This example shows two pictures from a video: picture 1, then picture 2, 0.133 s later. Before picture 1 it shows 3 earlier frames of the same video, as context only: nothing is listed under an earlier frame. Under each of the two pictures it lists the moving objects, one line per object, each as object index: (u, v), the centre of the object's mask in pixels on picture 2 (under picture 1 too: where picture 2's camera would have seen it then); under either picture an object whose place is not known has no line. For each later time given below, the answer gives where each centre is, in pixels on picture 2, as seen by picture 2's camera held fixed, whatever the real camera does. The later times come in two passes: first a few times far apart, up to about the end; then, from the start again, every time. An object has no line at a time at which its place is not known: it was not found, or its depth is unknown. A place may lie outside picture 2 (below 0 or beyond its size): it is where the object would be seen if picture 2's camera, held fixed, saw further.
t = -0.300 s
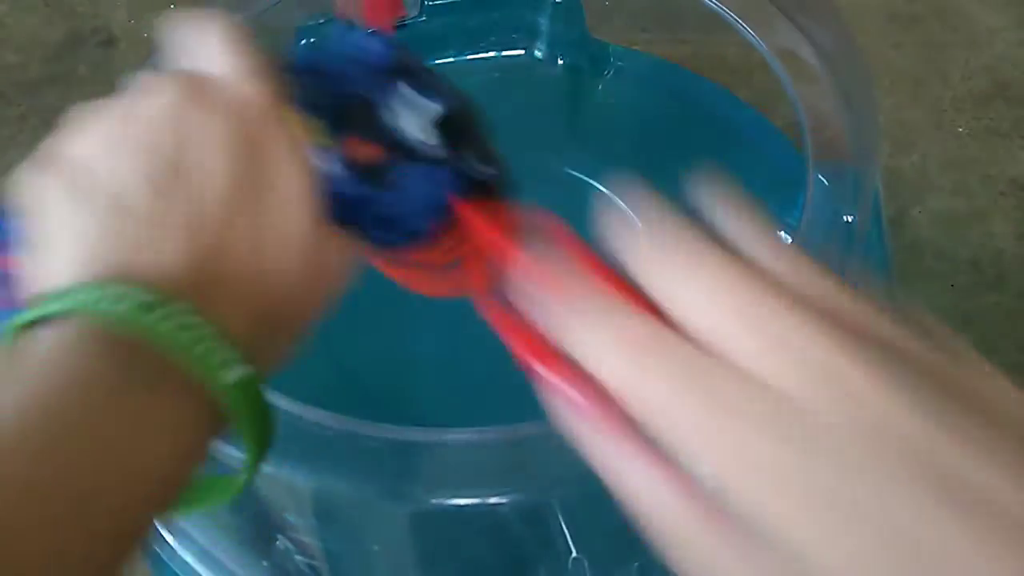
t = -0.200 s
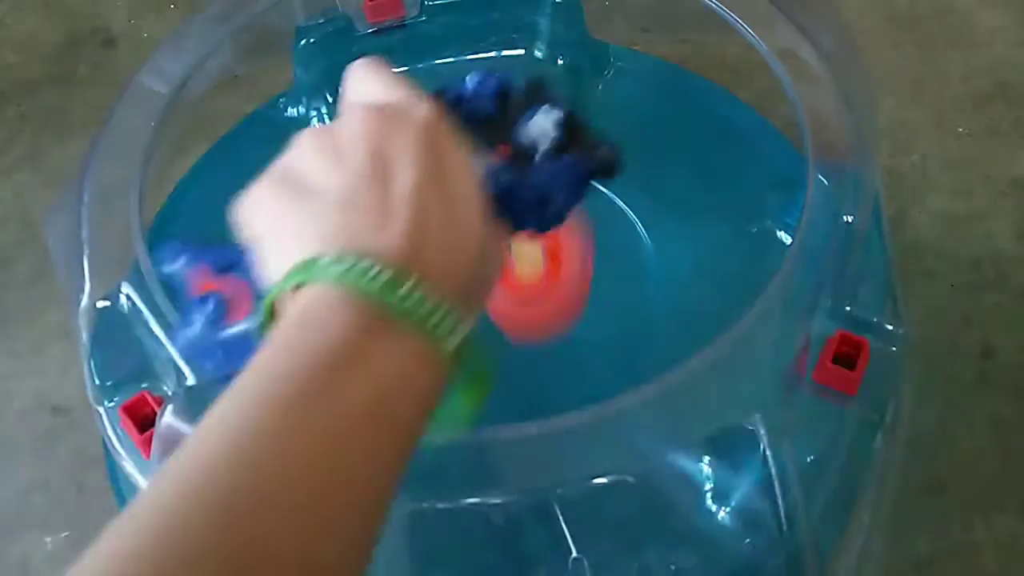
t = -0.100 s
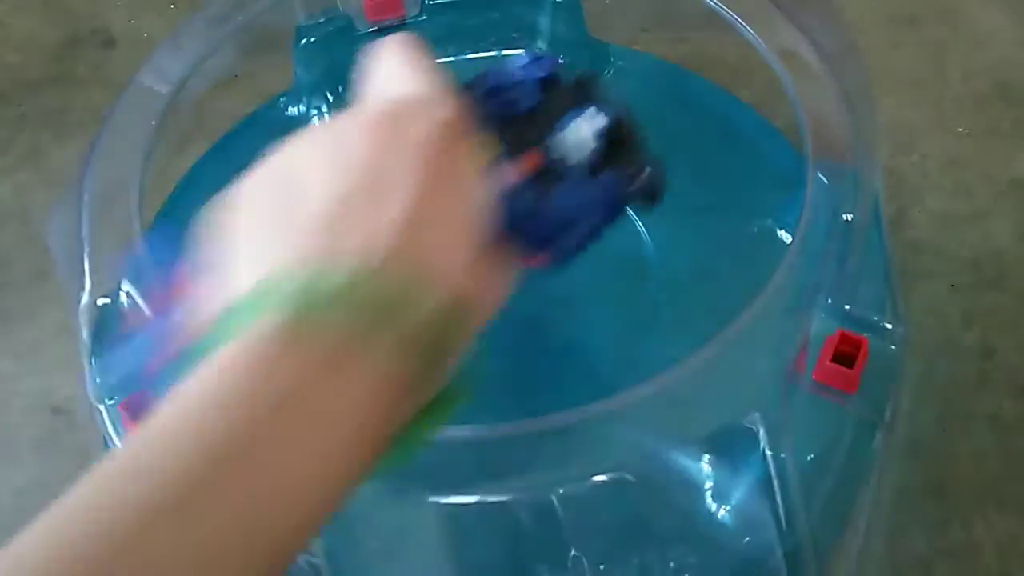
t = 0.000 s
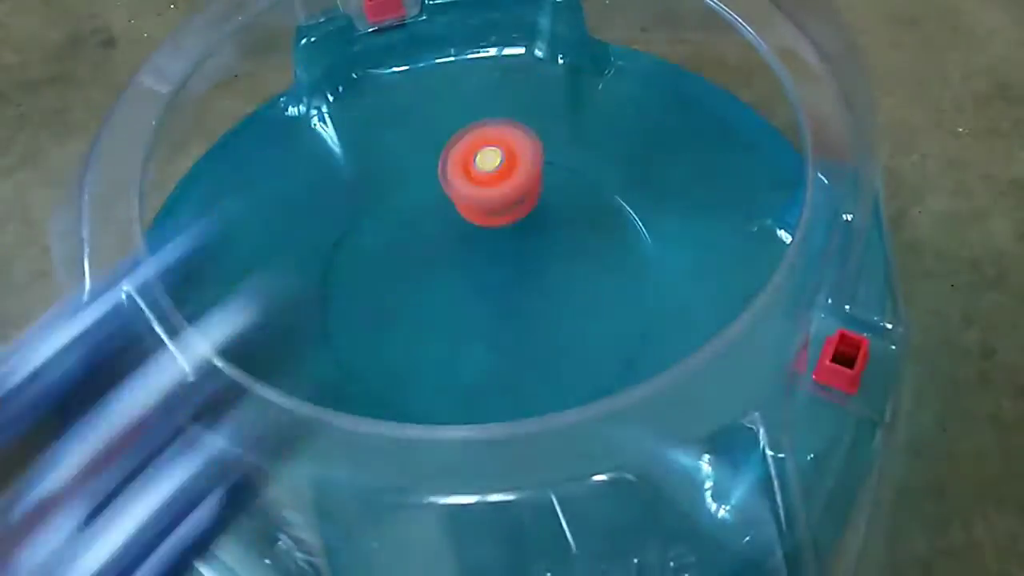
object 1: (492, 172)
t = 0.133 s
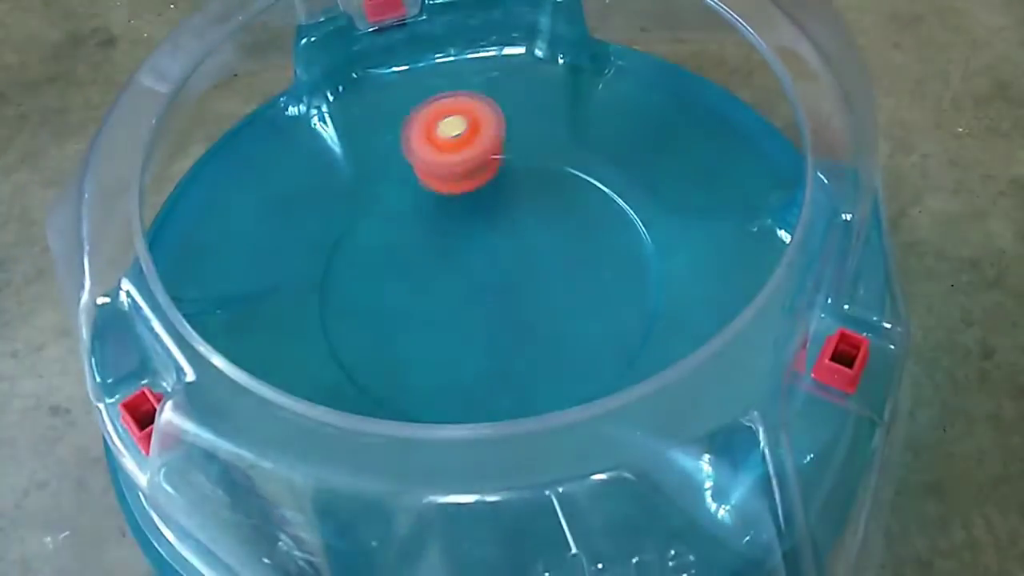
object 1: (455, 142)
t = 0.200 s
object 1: (435, 165)
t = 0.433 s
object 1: (454, 328)
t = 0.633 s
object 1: (605, 309)
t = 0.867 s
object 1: (547, 197)
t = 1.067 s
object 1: (411, 260)
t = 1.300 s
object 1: (518, 362)
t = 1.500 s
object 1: (577, 255)
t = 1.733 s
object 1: (427, 213)
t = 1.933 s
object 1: (370, 316)
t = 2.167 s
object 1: (521, 316)
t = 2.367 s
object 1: (506, 207)
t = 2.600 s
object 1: (404, 244)
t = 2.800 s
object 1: (479, 292)
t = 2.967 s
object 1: (531, 245)
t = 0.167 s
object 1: (444, 150)
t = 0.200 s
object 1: (435, 165)
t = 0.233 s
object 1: (426, 185)
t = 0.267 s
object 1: (420, 208)
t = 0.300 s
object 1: (416, 232)
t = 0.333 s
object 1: (416, 258)
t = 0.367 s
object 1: (422, 284)
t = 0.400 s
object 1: (434, 308)
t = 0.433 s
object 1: (454, 328)
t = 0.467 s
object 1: (478, 342)
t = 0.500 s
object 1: (505, 349)
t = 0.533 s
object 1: (534, 348)
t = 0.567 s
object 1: (562, 341)
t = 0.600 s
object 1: (586, 327)
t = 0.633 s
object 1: (605, 309)
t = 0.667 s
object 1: (617, 289)
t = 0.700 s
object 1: (622, 266)
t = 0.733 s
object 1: (619, 245)
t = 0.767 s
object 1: (609, 227)
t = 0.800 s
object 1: (592, 212)
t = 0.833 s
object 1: (572, 202)
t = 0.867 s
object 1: (547, 197)
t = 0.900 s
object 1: (522, 197)
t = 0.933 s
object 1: (495, 201)
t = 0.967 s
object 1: (469, 210)
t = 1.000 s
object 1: (445, 224)
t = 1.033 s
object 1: (425, 240)
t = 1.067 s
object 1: (411, 260)
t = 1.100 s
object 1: (403, 281)
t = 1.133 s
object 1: (402, 303)
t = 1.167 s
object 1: (408, 324)
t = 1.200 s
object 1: (440, 358)
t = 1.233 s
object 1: (464, 365)
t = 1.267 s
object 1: (491, 366)
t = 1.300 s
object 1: (518, 362)
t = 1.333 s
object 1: (543, 352)
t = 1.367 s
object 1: (562, 337)
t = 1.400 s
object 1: (576, 317)
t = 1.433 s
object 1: (584, 296)
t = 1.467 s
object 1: (583, 275)
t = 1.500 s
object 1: (577, 255)
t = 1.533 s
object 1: (563, 238)
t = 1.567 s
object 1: (546, 225)
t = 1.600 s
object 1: (525, 214)
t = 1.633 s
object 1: (502, 207)
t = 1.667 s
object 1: (476, 204)
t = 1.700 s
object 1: (451, 206)
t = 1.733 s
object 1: (427, 213)
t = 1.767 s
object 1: (404, 224)
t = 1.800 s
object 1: (386, 239)
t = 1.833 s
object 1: (372, 257)
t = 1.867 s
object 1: (363, 277)
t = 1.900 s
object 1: (362, 297)
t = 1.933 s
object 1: (370, 316)
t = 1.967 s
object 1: (385, 333)
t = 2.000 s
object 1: (406, 344)
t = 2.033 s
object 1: (432, 350)
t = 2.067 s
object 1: (457, 349)
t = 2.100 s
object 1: (482, 342)
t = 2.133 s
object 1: (504, 331)
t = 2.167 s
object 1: (521, 316)
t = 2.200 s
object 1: (534, 299)
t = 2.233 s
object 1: (542, 280)
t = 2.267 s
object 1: (544, 262)
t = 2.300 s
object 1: (534, 229)
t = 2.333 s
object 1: (522, 217)
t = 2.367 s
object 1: (506, 207)
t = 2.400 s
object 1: (488, 200)
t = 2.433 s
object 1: (469, 197)
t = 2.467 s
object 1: (450, 199)
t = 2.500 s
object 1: (433, 205)
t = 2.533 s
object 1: (419, 215)
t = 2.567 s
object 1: (408, 228)
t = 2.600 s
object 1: (404, 244)
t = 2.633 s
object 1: (405, 259)
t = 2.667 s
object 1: (413, 273)
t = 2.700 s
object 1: (425, 283)
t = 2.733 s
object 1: (442, 290)
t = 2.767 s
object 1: (460, 293)
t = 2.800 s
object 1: (479, 292)
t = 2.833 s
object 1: (495, 287)
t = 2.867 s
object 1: (510, 279)
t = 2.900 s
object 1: (521, 269)
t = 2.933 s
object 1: (528, 257)
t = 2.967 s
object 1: (531, 245)
